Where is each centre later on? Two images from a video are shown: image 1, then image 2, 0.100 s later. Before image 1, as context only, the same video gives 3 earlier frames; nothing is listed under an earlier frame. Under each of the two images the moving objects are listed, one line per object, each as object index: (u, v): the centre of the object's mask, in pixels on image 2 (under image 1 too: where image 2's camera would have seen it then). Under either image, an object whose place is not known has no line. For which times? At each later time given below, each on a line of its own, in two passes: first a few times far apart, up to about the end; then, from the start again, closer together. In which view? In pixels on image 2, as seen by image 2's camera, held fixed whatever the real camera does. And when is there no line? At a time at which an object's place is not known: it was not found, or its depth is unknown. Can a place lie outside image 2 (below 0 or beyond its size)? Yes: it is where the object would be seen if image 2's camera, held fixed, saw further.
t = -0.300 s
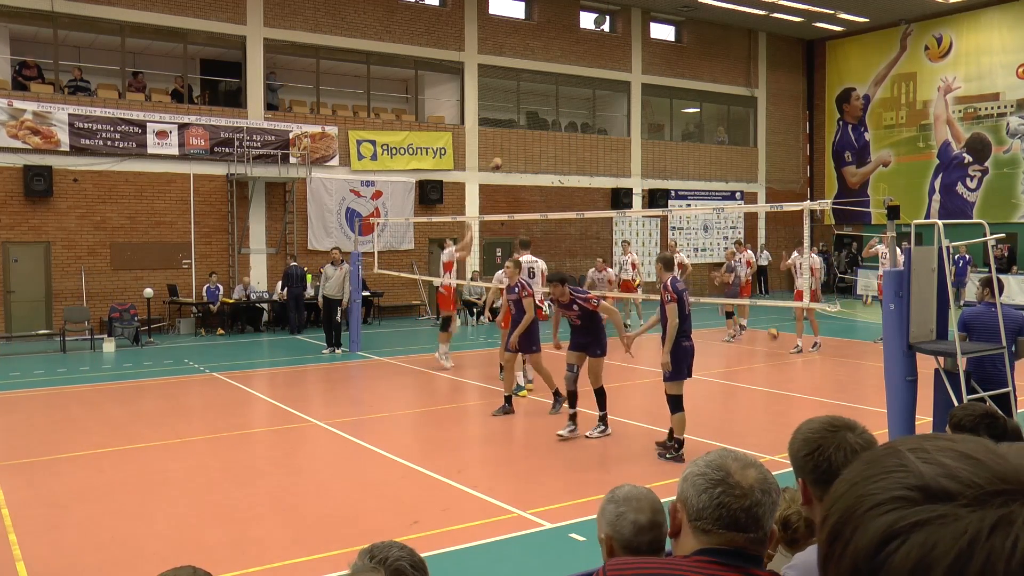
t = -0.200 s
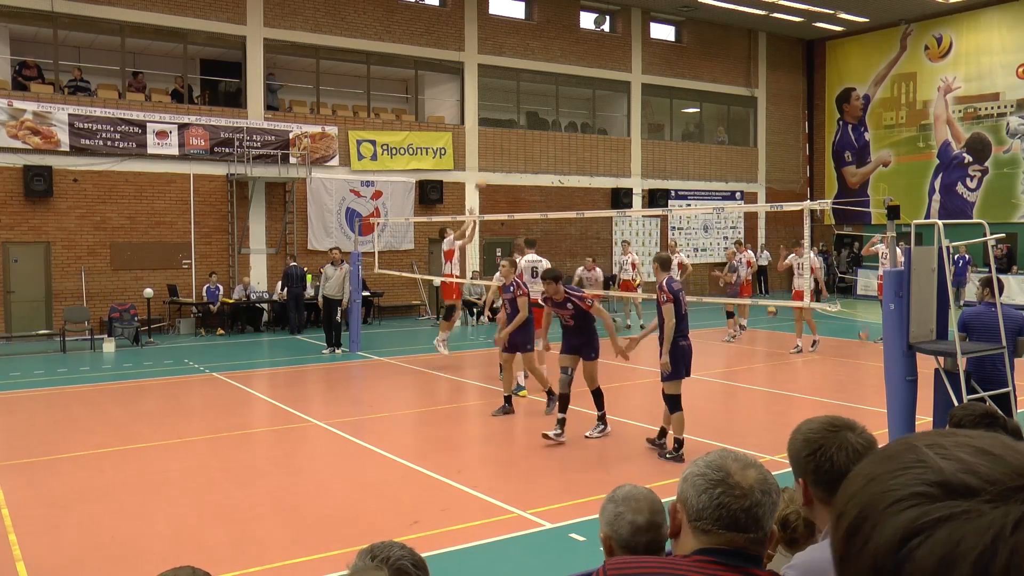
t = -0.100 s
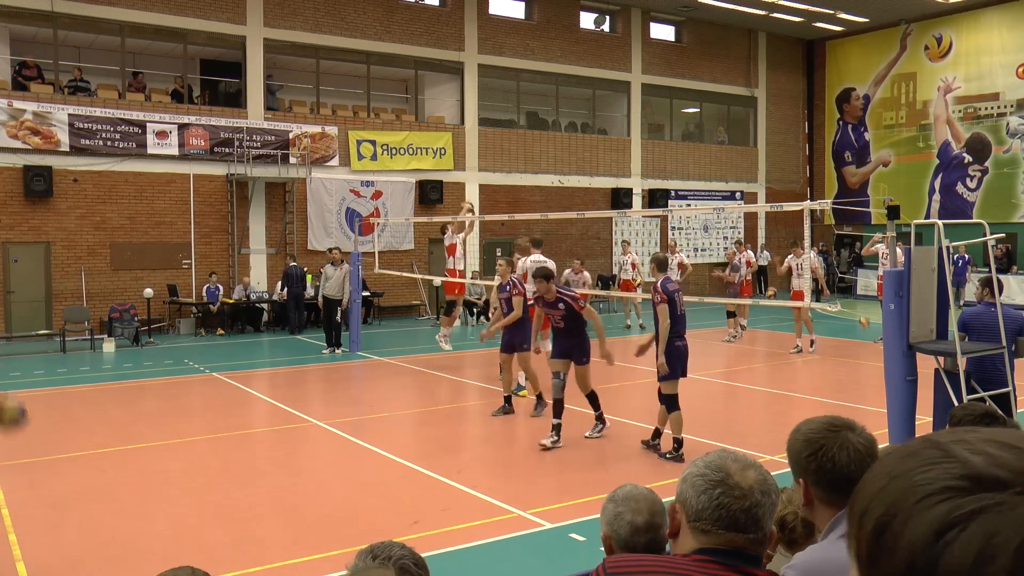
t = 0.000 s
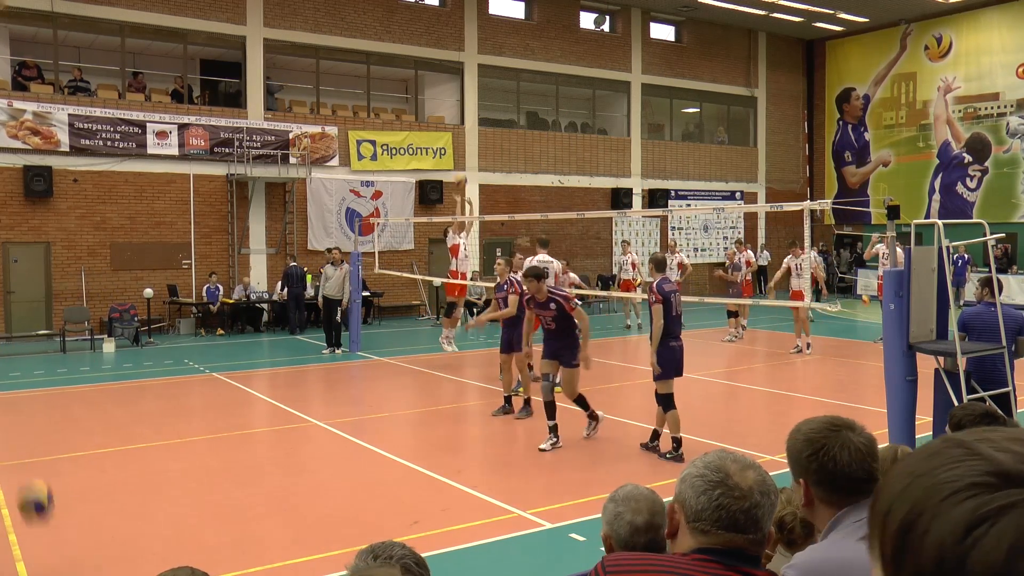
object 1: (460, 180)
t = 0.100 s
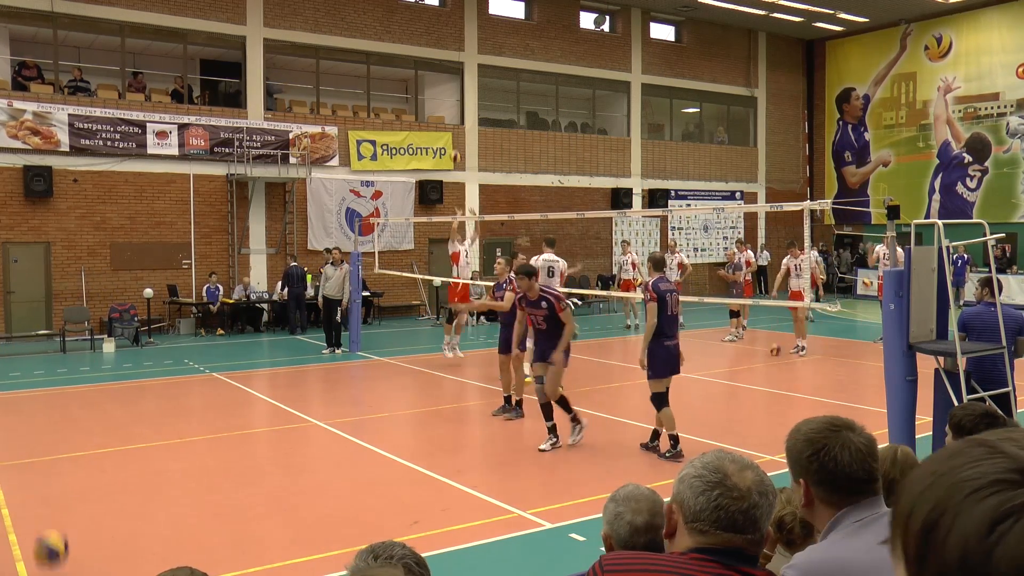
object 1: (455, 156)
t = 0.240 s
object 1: (449, 134)
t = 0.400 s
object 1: (442, 123)
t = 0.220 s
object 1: (450, 136)
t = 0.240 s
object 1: (449, 134)
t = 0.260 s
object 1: (448, 132)
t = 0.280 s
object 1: (447, 130)
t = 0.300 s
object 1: (446, 128)
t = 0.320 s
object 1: (446, 126)
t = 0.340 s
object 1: (445, 125)
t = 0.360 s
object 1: (443, 124)
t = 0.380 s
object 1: (443, 123)
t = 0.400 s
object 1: (442, 123)
